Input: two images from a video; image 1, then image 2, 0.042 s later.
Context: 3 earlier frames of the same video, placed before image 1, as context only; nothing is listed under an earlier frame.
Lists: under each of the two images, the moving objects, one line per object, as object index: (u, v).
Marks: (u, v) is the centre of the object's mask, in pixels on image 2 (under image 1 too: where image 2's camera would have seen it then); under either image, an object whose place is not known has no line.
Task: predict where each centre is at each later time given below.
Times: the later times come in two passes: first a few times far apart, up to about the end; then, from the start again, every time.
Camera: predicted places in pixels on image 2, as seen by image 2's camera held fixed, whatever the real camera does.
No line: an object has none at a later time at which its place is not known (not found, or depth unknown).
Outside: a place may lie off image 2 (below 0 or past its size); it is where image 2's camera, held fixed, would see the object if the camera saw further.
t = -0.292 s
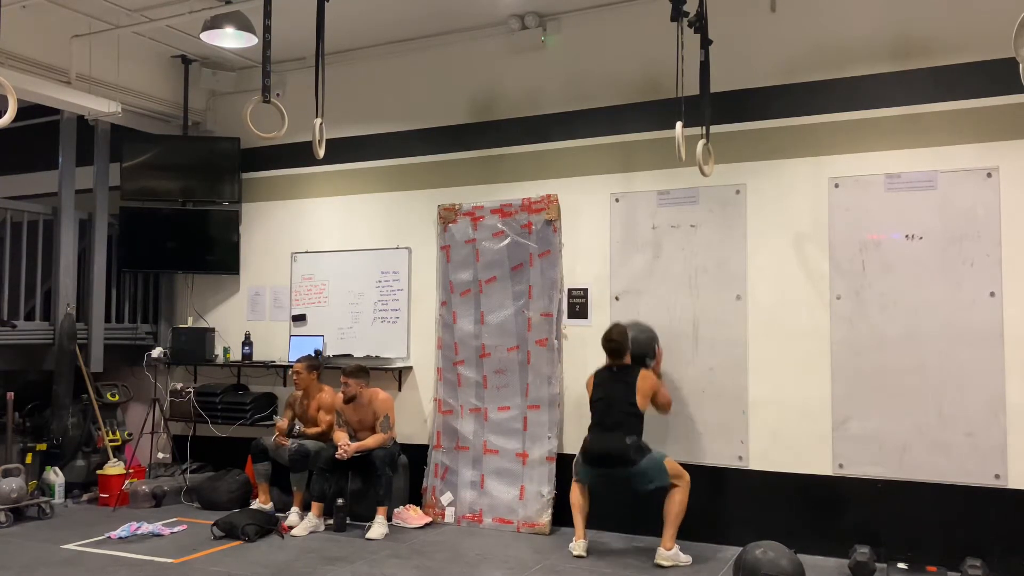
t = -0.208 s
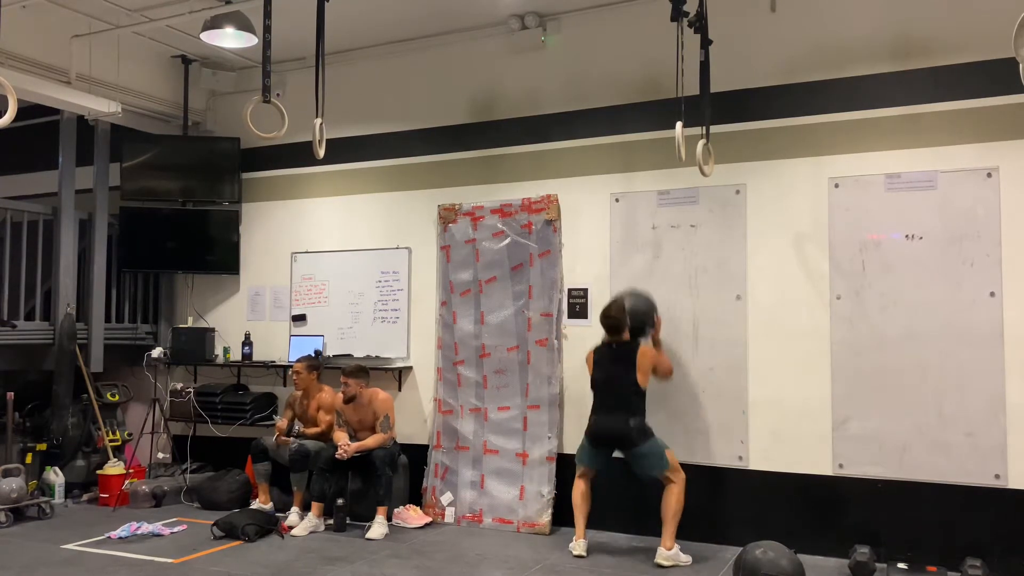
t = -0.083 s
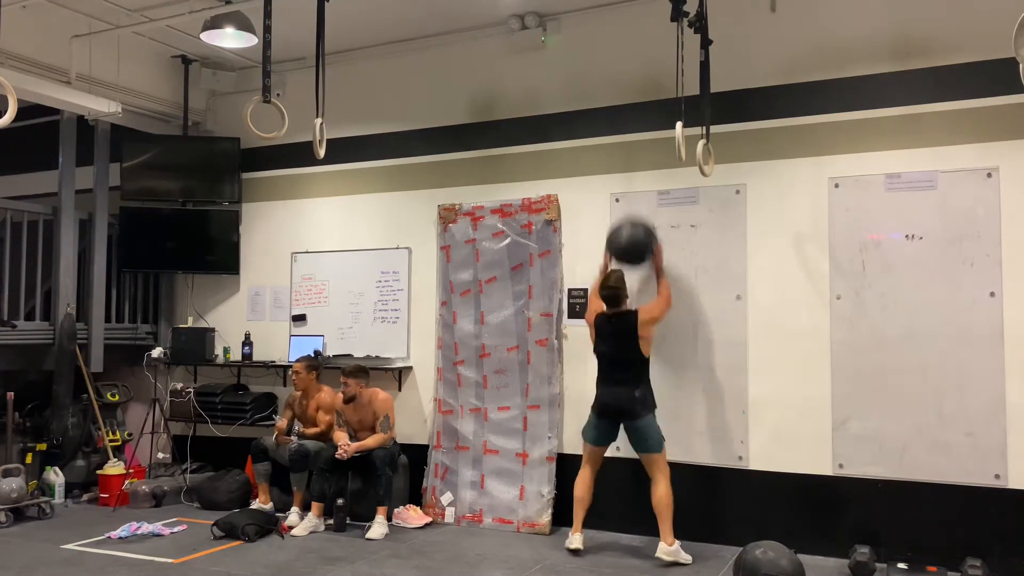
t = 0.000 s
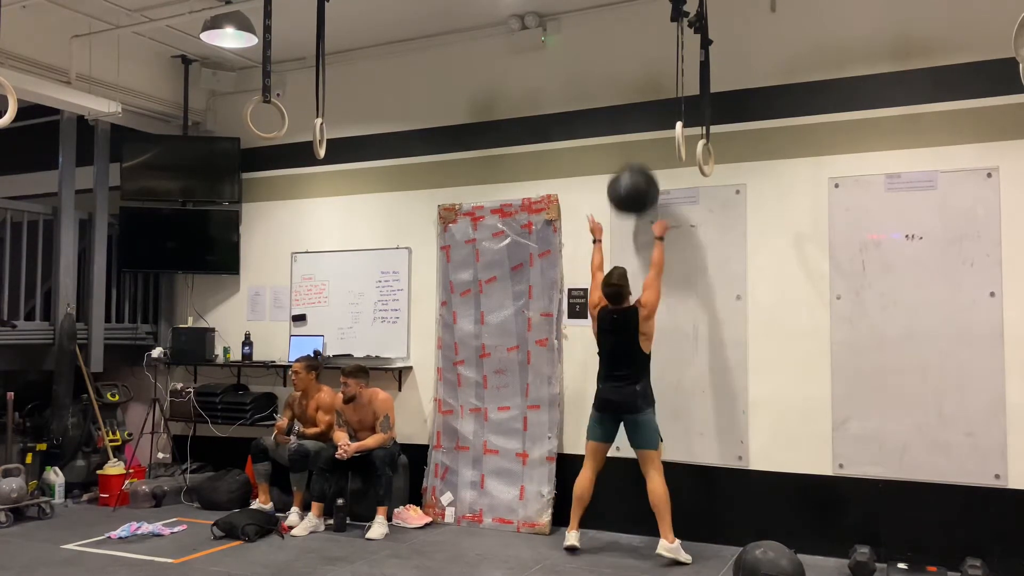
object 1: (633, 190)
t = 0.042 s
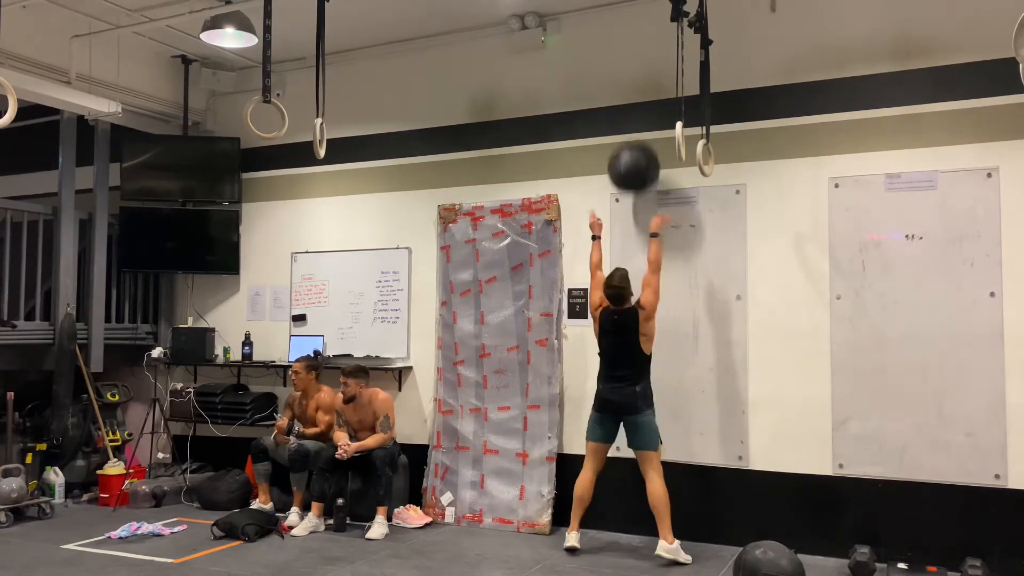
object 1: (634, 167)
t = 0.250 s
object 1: (636, 95)
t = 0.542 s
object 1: (635, 90)
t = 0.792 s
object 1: (631, 175)
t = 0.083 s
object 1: (634, 149)
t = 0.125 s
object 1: (634, 132)
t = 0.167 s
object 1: (635, 115)
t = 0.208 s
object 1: (637, 104)
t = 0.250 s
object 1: (636, 95)
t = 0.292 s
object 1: (637, 88)
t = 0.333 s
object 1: (637, 82)
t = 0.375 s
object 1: (637, 80)
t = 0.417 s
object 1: (637, 80)
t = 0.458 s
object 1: (637, 82)
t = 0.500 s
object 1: (636, 85)
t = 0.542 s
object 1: (635, 90)
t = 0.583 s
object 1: (635, 98)
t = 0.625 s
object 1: (634, 107)
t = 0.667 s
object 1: (633, 121)
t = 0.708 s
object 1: (633, 139)
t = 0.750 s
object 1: (631, 155)
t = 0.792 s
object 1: (631, 175)
